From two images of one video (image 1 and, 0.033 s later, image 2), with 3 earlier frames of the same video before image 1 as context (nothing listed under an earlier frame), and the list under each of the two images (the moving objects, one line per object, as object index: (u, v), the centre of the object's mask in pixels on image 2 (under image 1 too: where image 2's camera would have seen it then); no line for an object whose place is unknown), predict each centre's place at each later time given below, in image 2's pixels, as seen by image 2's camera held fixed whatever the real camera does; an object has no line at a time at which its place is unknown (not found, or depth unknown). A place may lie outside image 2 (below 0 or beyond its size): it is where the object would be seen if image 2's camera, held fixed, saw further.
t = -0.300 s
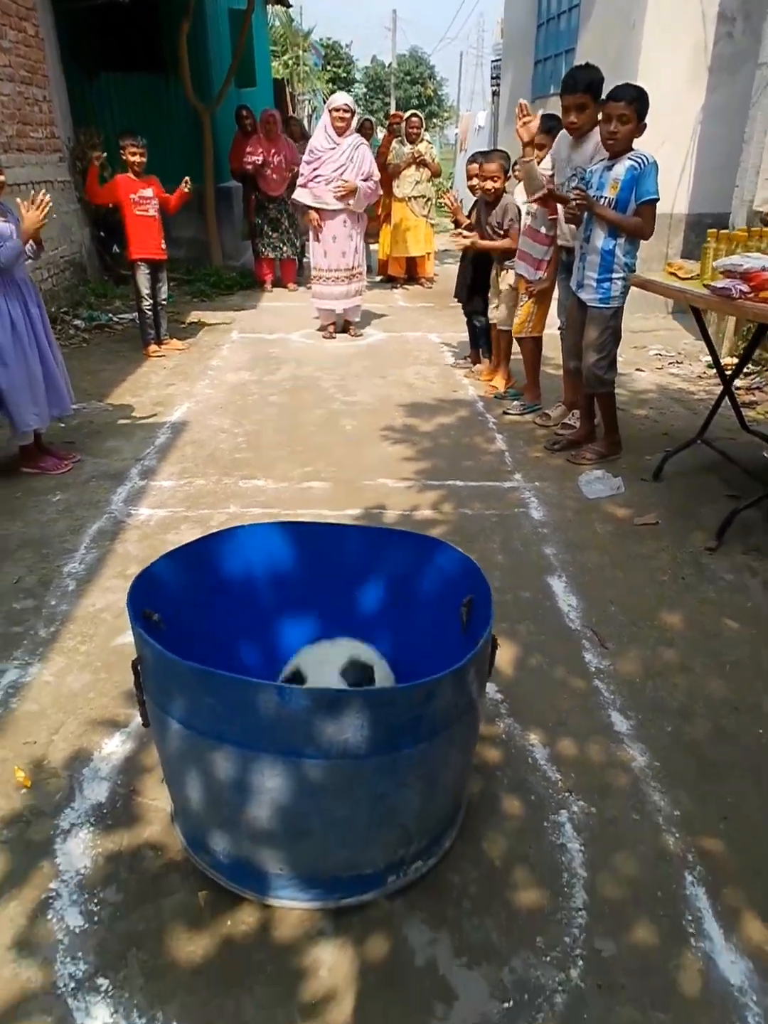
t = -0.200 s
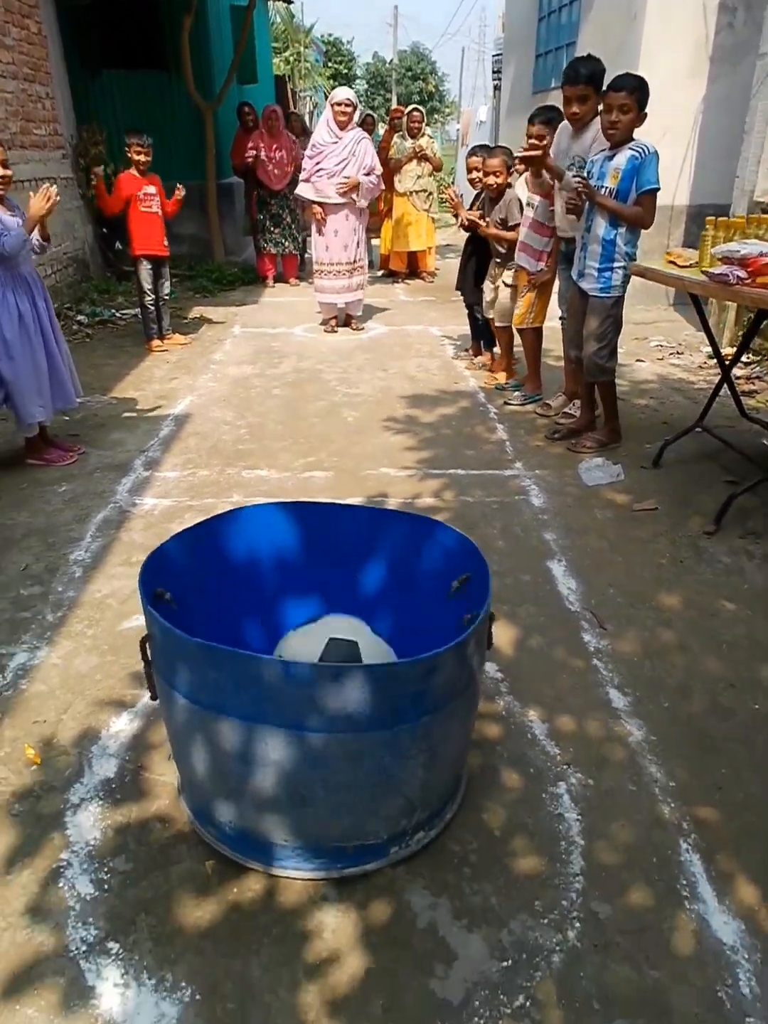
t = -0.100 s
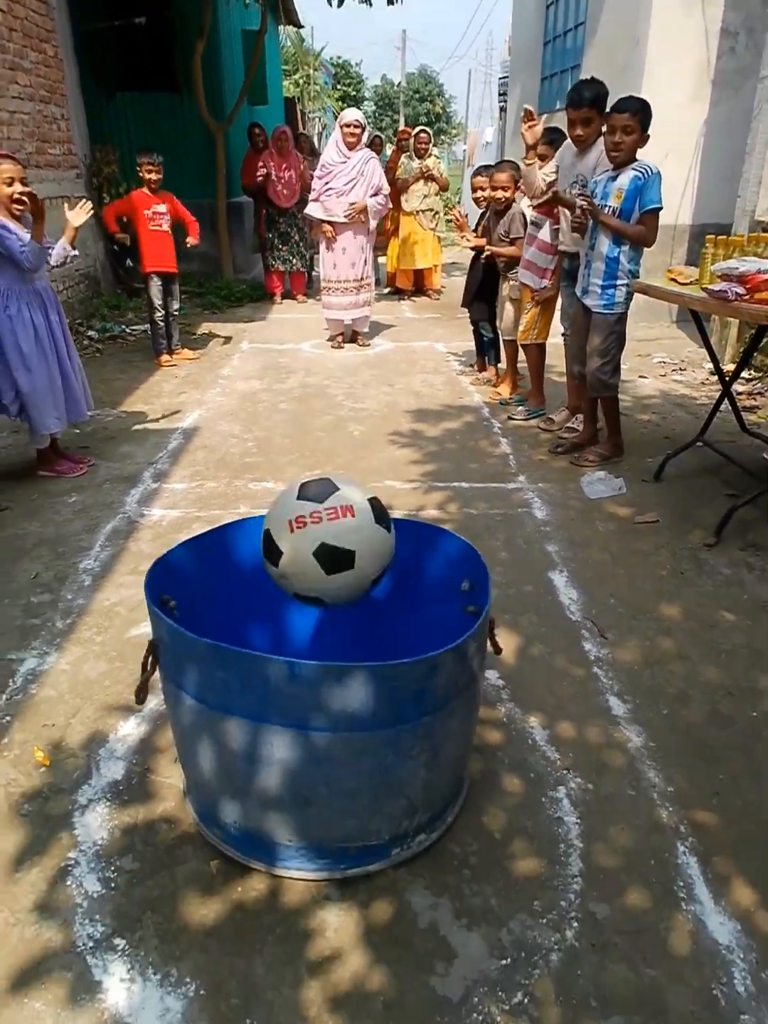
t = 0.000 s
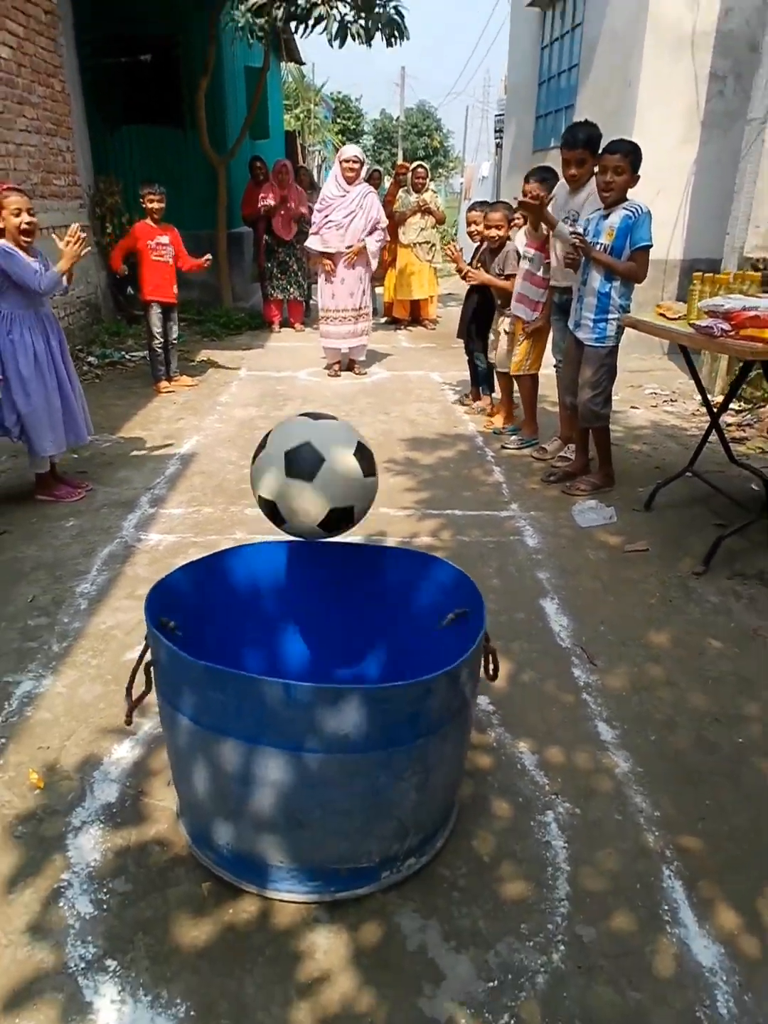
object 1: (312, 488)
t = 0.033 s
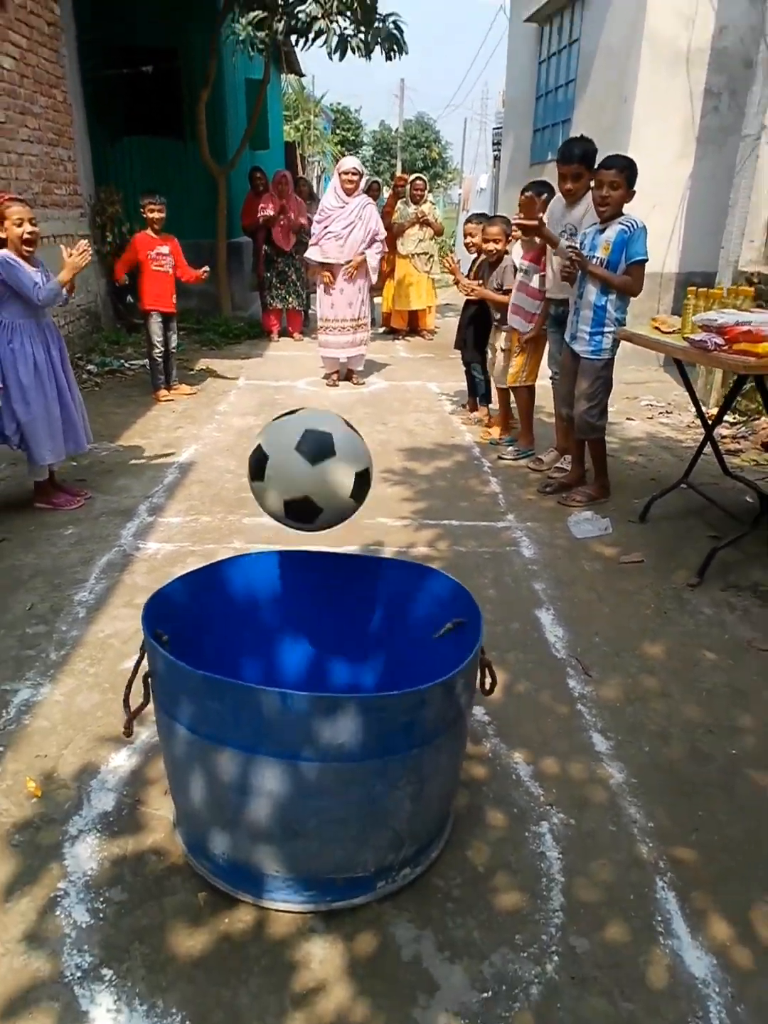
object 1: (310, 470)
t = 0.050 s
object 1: (309, 463)
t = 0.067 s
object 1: (307, 458)
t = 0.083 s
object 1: (305, 455)
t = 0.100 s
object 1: (304, 453)
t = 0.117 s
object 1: (304, 451)
